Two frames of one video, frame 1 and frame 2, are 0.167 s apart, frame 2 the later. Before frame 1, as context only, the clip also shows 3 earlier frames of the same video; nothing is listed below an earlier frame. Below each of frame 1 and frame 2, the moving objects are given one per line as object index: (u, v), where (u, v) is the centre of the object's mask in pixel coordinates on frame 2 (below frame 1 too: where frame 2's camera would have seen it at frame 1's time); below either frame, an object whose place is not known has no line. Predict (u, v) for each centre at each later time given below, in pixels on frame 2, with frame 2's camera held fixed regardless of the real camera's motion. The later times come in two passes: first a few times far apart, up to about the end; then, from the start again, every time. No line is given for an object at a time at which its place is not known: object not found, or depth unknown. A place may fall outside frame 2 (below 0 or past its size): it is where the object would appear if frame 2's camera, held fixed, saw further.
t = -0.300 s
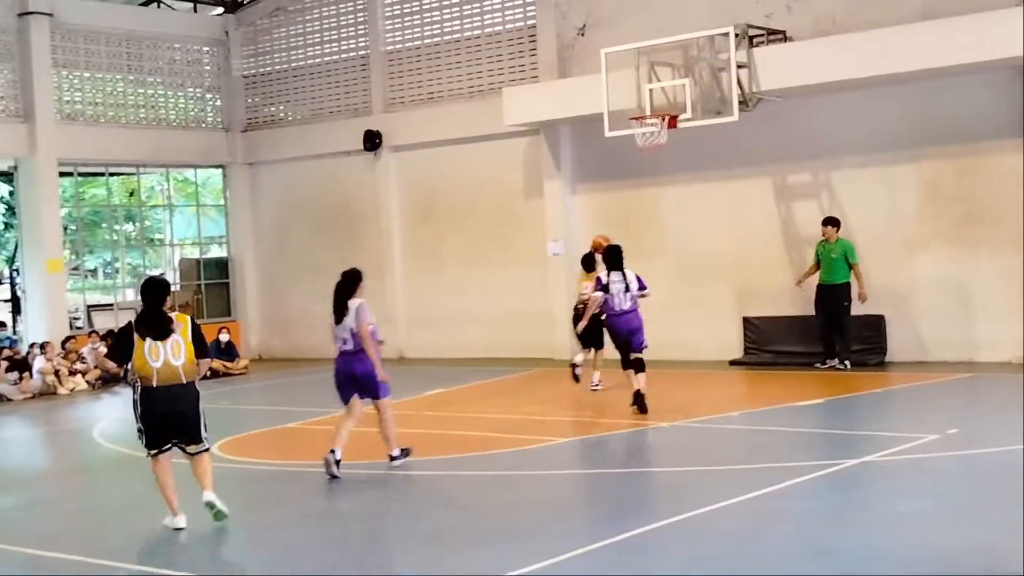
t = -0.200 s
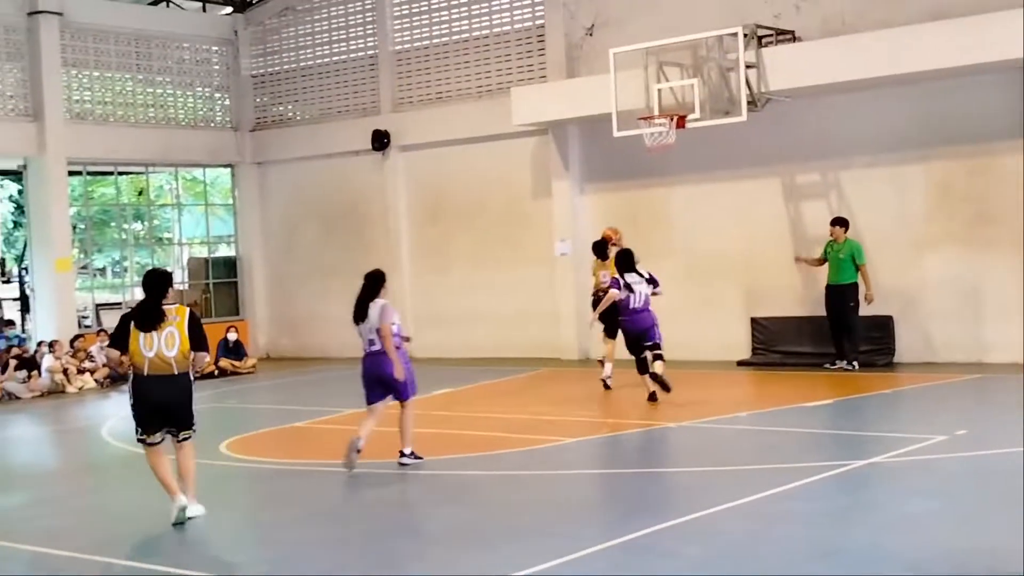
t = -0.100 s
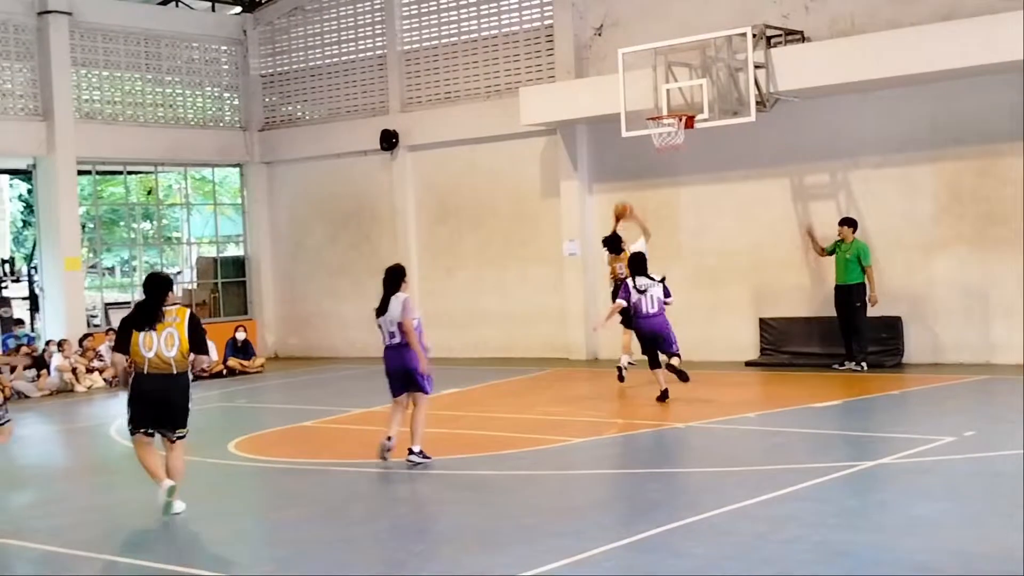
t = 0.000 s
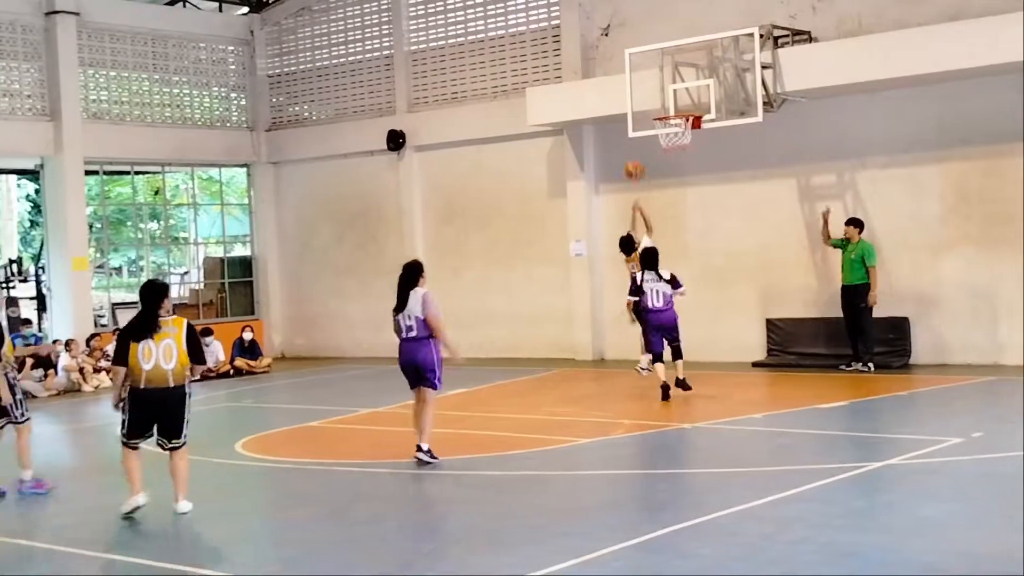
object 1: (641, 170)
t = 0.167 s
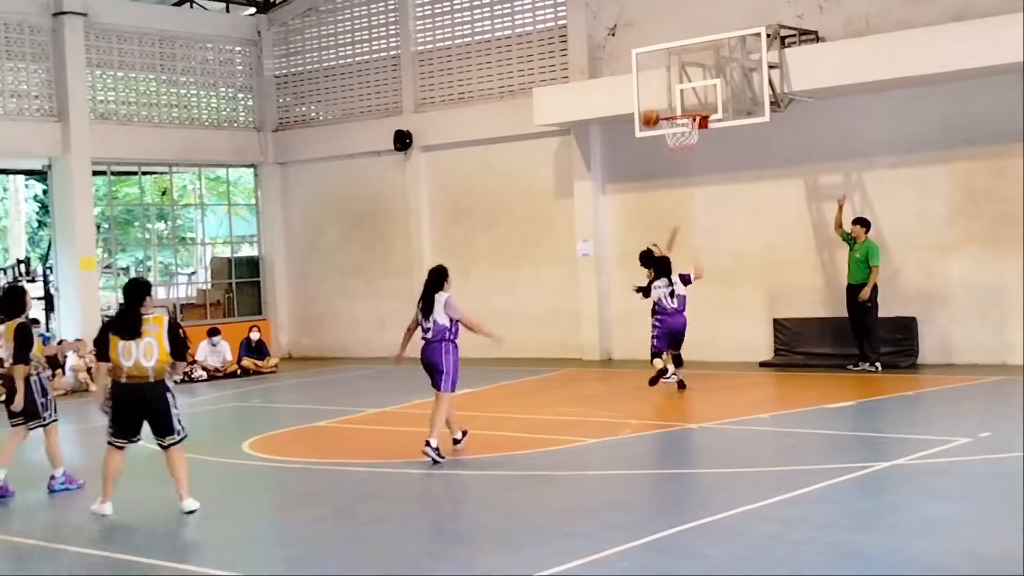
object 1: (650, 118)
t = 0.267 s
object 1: (656, 99)
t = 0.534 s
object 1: (639, 103)
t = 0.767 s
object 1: (624, 157)
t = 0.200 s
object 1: (652, 110)
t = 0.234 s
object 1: (654, 104)
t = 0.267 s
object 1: (656, 99)
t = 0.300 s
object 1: (656, 95)
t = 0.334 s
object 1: (654, 93)
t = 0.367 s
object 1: (651, 93)
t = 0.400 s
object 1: (649, 93)
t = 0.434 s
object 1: (647, 94)
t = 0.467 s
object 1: (644, 96)
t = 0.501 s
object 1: (642, 99)
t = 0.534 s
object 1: (639, 103)
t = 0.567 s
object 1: (637, 108)
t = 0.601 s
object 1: (635, 114)
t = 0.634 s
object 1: (633, 120)
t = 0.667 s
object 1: (630, 128)
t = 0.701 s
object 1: (628, 136)
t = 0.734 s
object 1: (625, 146)
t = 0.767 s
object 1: (624, 157)
